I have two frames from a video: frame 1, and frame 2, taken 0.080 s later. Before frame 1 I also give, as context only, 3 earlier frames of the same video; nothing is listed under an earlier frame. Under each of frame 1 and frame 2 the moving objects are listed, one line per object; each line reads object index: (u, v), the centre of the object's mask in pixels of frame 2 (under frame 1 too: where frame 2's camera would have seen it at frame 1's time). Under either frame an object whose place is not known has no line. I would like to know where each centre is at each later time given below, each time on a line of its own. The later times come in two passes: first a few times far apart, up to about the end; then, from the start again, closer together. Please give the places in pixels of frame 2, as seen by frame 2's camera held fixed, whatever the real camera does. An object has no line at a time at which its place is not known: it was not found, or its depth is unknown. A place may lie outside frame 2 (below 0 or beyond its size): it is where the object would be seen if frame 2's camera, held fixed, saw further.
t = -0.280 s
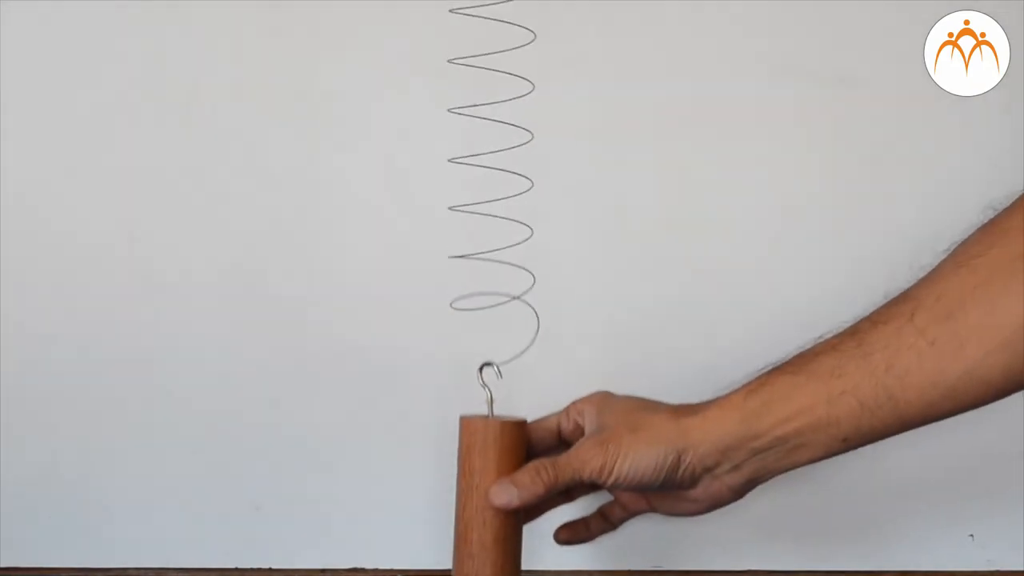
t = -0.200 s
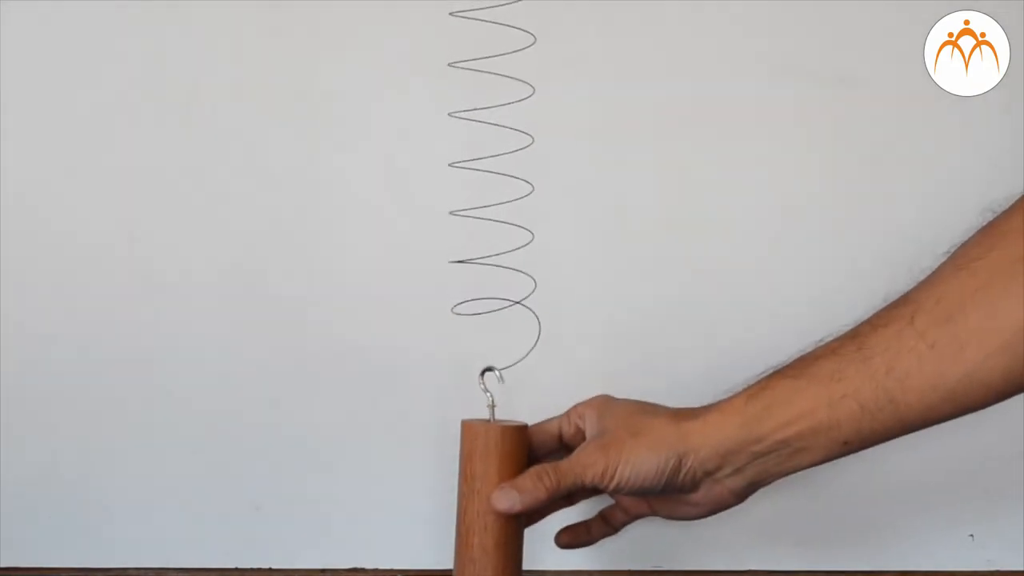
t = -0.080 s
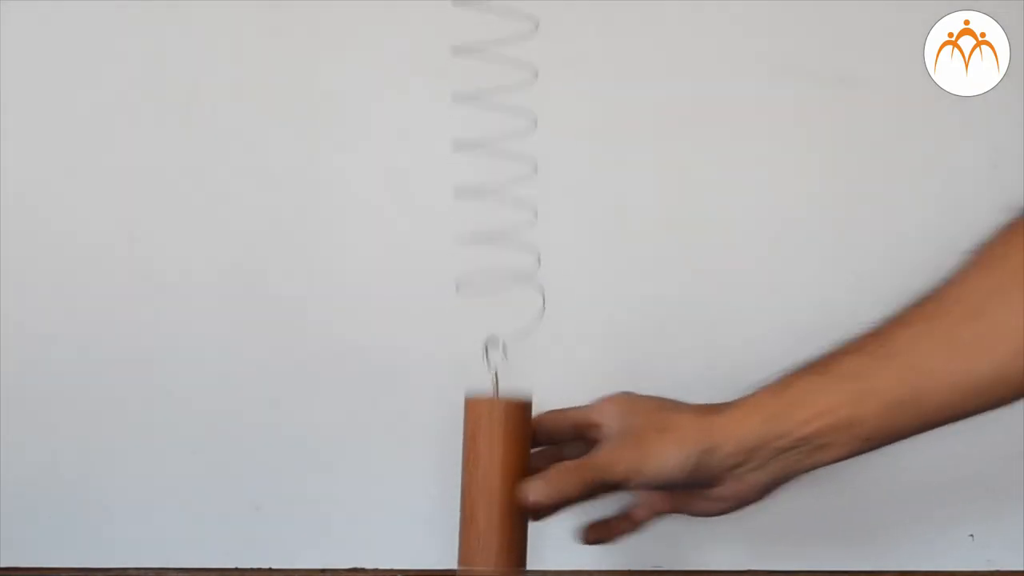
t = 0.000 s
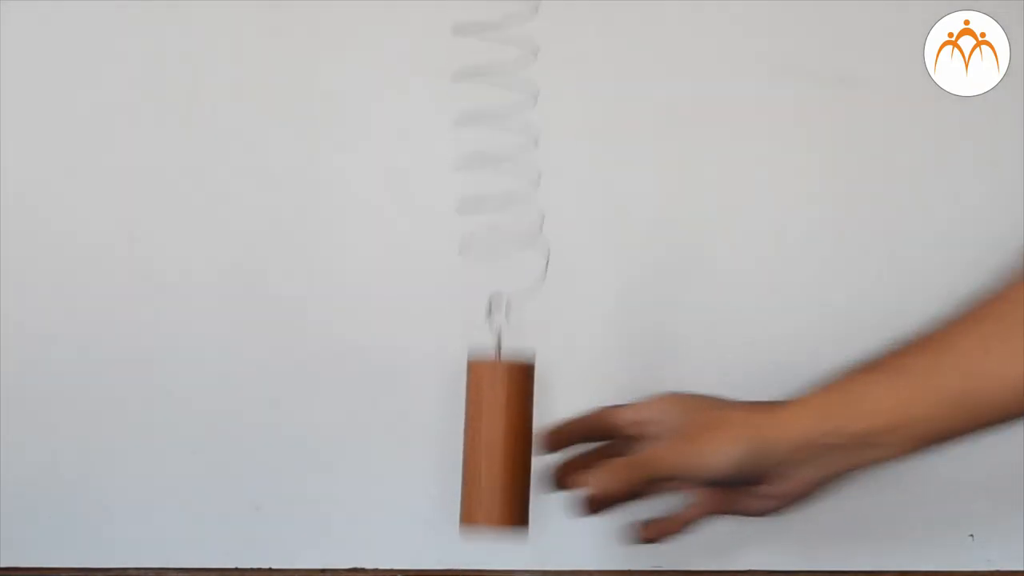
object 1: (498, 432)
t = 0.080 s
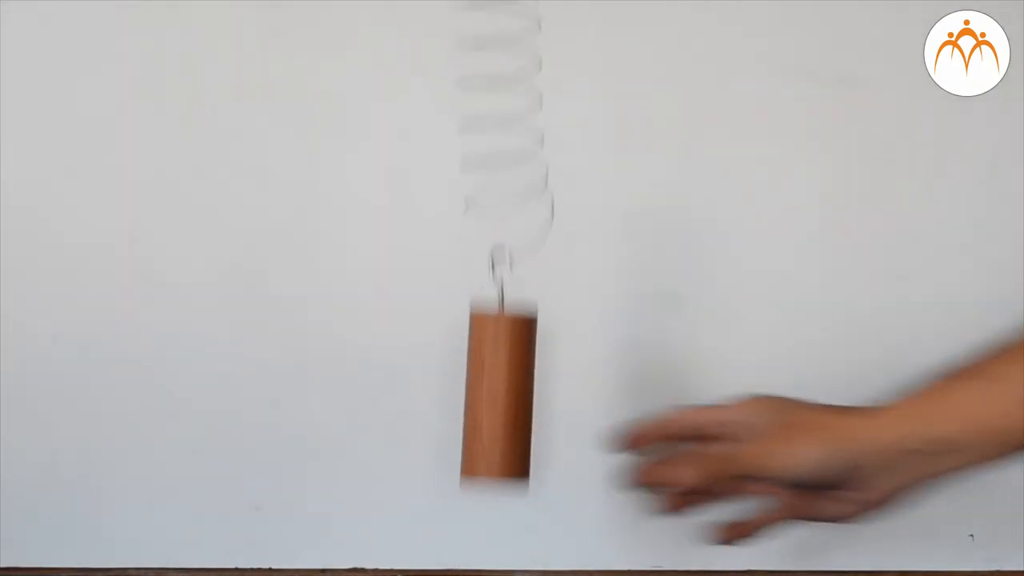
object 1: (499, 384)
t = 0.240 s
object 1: (498, 314)
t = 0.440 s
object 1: (492, 337)
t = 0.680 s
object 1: (485, 474)
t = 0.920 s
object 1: (488, 480)
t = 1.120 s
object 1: (495, 369)
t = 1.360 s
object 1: (499, 312)
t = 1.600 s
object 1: (493, 421)
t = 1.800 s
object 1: (487, 491)
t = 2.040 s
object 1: (487, 423)
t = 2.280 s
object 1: (494, 314)
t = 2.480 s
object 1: (498, 346)
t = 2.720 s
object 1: (495, 478)
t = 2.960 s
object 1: (487, 475)
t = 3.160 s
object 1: (486, 362)
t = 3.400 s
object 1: (491, 316)
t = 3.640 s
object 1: (496, 434)
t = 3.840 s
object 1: (496, 491)
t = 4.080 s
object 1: (490, 419)
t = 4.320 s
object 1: (486, 314)
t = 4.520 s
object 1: (488, 356)
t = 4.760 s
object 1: (494, 483)
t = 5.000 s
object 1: (496, 468)
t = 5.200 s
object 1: (493, 359)
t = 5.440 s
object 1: (488, 321)
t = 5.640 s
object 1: (487, 418)
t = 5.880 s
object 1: (492, 491)
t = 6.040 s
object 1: (496, 454)
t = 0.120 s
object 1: (499, 361)
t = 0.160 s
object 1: (499, 341)
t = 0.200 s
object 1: (499, 325)
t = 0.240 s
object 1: (498, 314)
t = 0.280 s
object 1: (498, 310)
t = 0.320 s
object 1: (496, 309)
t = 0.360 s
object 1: (495, 312)
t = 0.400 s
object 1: (494, 322)
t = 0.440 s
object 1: (492, 337)
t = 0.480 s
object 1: (491, 354)
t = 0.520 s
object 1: (489, 380)
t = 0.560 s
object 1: (488, 404)
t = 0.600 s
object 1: (487, 429)
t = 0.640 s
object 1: (486, 451)
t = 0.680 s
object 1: (485, 474)
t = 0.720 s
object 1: (485, 482)
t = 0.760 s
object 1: (485, 489)
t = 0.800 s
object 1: (486, 491)
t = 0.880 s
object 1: (487, 486)
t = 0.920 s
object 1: (488, 480)
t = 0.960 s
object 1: (489, 460)
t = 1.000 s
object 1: (491, 441)
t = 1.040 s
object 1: (492, 418)
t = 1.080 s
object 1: (494, 392)
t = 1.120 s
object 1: (495, 369)
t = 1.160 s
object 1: (497, 347)
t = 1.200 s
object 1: (498, 330)
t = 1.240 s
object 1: (498, 318)
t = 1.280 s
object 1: (499, 312)
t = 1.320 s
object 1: (499, 310)
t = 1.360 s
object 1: (499, 312)
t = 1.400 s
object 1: (498, 319)
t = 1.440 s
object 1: (498, 332)
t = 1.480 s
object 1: (497, 350)
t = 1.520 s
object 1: (496, 371)
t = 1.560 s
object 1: (494, 398)
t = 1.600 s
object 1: (493, 421)
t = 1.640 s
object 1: (491, 446)
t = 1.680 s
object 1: (490, 467)
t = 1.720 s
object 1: (489, 480)
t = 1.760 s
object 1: (488, 486)
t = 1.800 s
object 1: (487, 491)
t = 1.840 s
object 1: (486, 491)
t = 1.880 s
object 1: (486, 488)
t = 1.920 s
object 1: (485, 482)
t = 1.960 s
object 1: (486, 467)
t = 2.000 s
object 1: (486, 448)
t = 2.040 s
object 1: (487, 423)
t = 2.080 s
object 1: (488, 400)
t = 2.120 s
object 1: (489, 376)
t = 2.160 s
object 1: (490, 354)
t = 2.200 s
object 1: (491, 337)
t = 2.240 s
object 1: (493, 322)
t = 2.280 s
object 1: (494, 314)
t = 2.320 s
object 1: (495, 311)
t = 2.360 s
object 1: (496, 312)
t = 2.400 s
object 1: (497, 317)
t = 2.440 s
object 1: (498, 330)
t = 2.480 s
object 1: (498, 346)
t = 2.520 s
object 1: (498, 365)
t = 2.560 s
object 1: (498, 390)
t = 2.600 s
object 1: (497, 414)
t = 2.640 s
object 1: (497, 438)
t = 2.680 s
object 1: (496, 460)
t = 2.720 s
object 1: (495, 478)
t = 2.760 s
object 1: (494, 485)
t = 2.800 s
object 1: (492, 491)
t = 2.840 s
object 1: (491, 491)
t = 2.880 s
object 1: (490, 490)
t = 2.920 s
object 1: (489, 484)
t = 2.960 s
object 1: (487, 475)
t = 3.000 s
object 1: (487, 456)
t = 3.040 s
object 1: (486, 433)
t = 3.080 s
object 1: (486, 409)
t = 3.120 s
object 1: (486, 385)
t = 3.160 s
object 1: (486, 362)
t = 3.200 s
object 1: (487, 343)
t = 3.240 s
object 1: (487, 327)
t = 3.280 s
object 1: (488, 317)
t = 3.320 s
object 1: (489, 313)
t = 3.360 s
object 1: (490, 312)
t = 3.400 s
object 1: (491, 316)
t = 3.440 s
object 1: (492, 325)
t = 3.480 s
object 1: (493, 342)
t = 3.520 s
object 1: (494, 361)
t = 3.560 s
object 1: (495, 384)
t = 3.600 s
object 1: (496, 407)
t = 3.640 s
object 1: (496, 434)
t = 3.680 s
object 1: (496, 455)
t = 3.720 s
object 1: (496, 477)
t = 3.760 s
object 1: (496, 486)
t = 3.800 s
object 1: (496, 490)
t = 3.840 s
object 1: (496, 491)
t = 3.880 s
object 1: (495, 491)
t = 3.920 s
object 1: (494, 487)
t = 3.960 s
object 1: (493, 480)
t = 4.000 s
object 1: (492, 463)
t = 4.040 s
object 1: (491, 441)
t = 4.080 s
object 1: (490, 419)
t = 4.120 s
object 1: (489, 396)
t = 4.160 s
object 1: (489, 372)
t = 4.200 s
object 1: (488, 352)
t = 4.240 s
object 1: (487, 335)
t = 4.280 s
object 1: (487, 321)
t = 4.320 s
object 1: (486, 314)
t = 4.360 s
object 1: (486, 312)
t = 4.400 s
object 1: (487, 315)
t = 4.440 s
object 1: (487, 324)
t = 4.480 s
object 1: (488, 337)
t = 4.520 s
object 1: (488, 356)
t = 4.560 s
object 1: (489, 377)
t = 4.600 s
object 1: (490, 402)
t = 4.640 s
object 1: (491, 427)
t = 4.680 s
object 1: (492, 450)
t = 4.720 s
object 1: (493, 470)
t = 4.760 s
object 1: (494, 483)
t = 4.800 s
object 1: (495, 488)
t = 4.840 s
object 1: (496, 491)
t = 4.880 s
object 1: (496, 490)
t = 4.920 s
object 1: (496, 488)
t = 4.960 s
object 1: (496, 483)
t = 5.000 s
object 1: (496, 468)
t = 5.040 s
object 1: (496, 449)
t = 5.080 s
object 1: (496, 427)
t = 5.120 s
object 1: (495, 403)
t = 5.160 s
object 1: (494, 380)
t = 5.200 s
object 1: (493, 359)
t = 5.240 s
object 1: (492, 340)
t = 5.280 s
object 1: (491, 325)
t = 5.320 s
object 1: (490, 317)
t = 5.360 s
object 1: (489, 313)
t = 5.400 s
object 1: (488, 314)
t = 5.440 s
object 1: (488, 321)
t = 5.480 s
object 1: (487, 334)
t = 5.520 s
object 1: (486, 350)
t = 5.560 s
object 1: (486, 371)
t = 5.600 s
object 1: (486, 394)
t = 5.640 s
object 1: (487, 418)
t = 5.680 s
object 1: (487, 442)
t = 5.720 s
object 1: (488, 463)
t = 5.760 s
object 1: (489, 481)
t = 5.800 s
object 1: (490, 487)
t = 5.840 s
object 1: (491, 490)
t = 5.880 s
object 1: (492, 491)
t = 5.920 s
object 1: (493, 489)
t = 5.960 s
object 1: (494, 485)
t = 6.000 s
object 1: (495, 474)
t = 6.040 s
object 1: (496, 454)
